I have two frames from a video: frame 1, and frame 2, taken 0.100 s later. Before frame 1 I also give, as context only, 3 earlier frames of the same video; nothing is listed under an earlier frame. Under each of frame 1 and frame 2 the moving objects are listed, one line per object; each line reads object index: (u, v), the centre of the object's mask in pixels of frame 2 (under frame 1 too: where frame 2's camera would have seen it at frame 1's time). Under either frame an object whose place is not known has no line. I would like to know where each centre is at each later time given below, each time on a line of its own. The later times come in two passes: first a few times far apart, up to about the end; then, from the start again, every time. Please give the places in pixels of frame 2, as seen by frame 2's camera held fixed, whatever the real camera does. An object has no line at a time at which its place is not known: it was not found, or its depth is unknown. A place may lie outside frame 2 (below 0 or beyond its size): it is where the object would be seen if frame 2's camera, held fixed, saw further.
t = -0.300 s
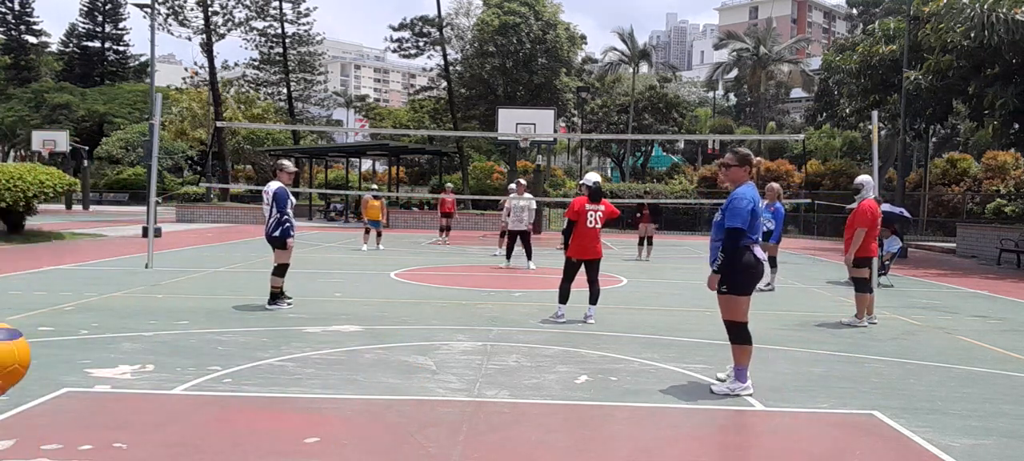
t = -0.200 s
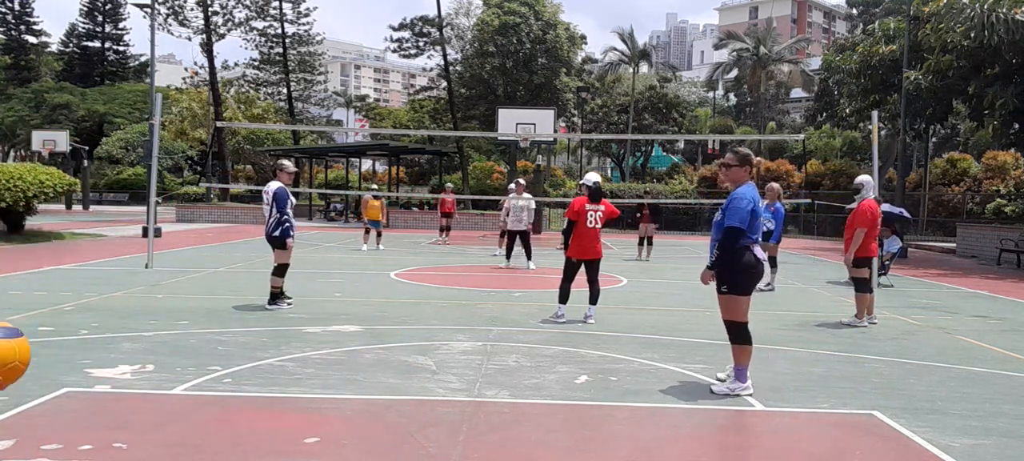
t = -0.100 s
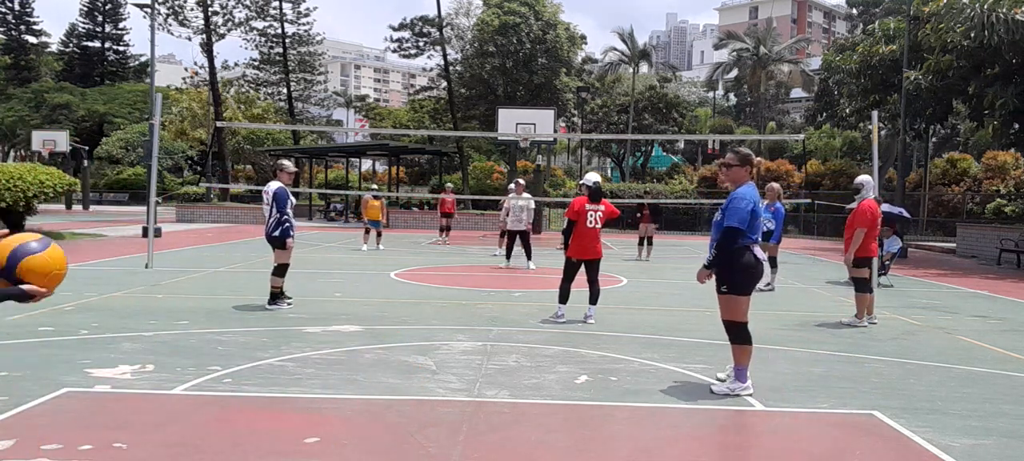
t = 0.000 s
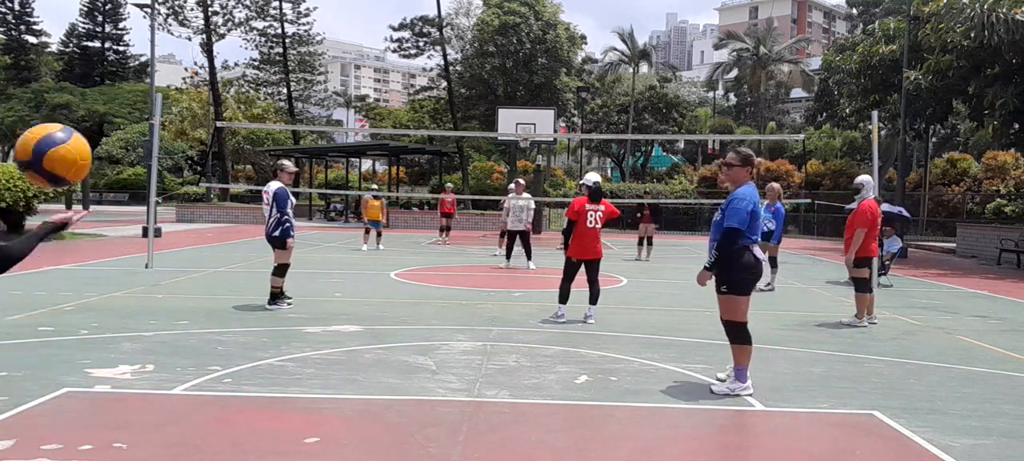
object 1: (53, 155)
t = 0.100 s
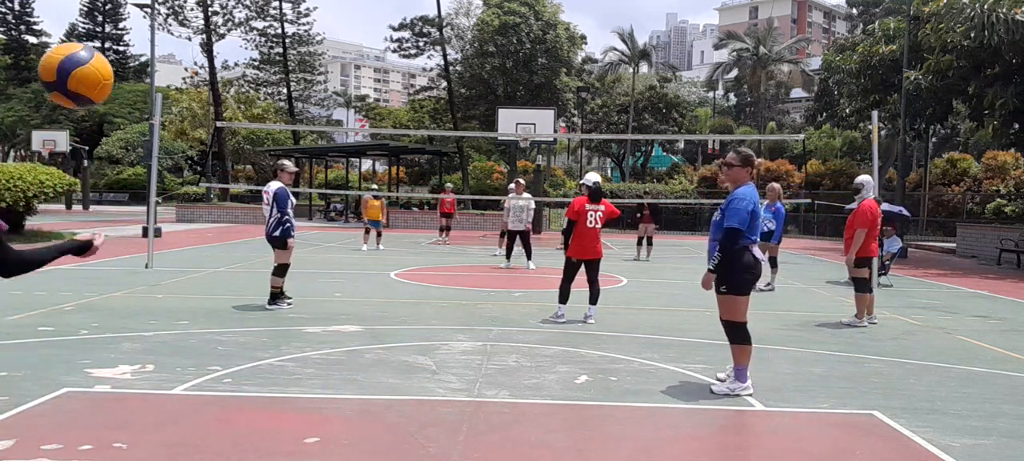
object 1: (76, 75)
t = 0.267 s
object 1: (113, 19)
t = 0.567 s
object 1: (171, 94)
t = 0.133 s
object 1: (83, 55)
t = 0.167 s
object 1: (90, 39)
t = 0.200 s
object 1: (98, 28)
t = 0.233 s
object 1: (105, 22)
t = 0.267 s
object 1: (113, 19)
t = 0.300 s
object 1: (120, 17)
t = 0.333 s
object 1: (126, 17)
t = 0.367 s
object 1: (133, 18)
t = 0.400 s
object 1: (140, 21)
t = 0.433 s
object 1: (146, 27)
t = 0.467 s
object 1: (152, 38)
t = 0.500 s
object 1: (159, 53)
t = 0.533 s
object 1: (165, 72)
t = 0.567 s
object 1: (171, 94)
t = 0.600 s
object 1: (177, 118)
